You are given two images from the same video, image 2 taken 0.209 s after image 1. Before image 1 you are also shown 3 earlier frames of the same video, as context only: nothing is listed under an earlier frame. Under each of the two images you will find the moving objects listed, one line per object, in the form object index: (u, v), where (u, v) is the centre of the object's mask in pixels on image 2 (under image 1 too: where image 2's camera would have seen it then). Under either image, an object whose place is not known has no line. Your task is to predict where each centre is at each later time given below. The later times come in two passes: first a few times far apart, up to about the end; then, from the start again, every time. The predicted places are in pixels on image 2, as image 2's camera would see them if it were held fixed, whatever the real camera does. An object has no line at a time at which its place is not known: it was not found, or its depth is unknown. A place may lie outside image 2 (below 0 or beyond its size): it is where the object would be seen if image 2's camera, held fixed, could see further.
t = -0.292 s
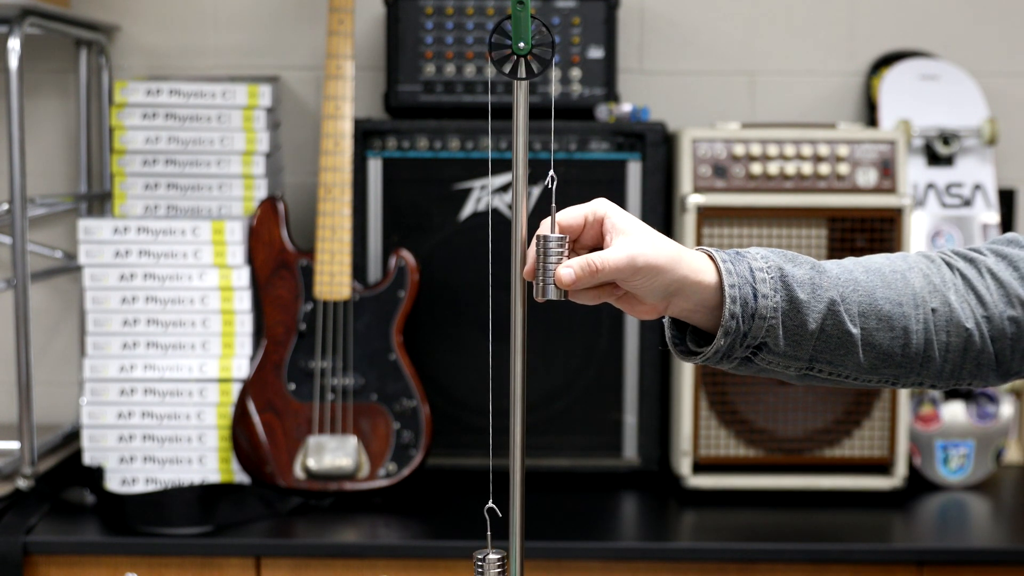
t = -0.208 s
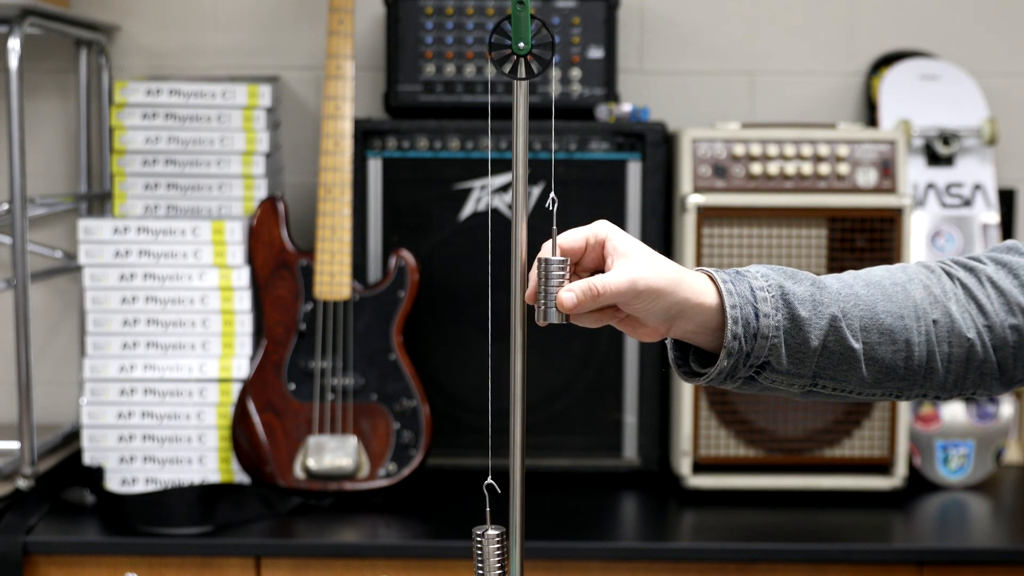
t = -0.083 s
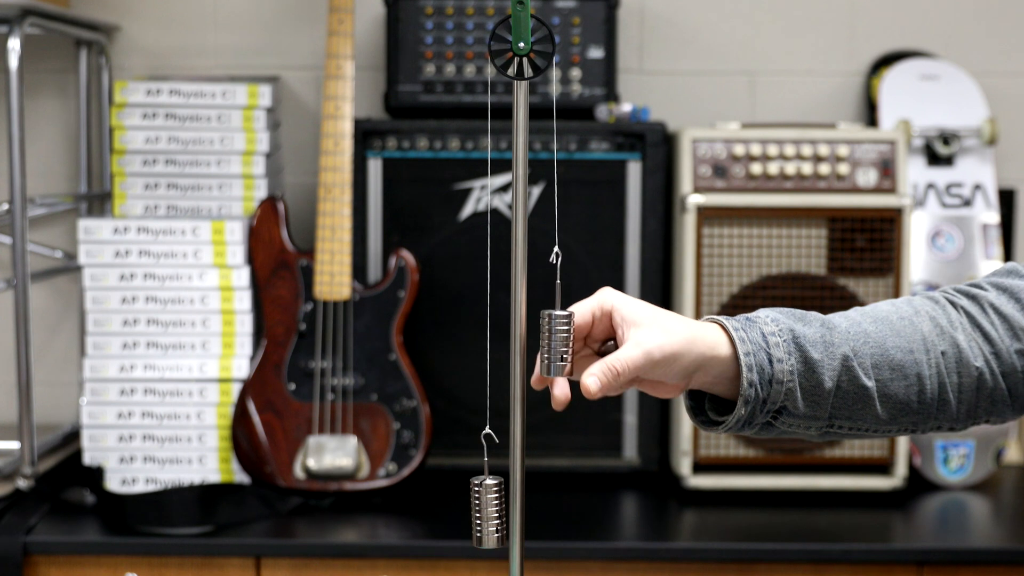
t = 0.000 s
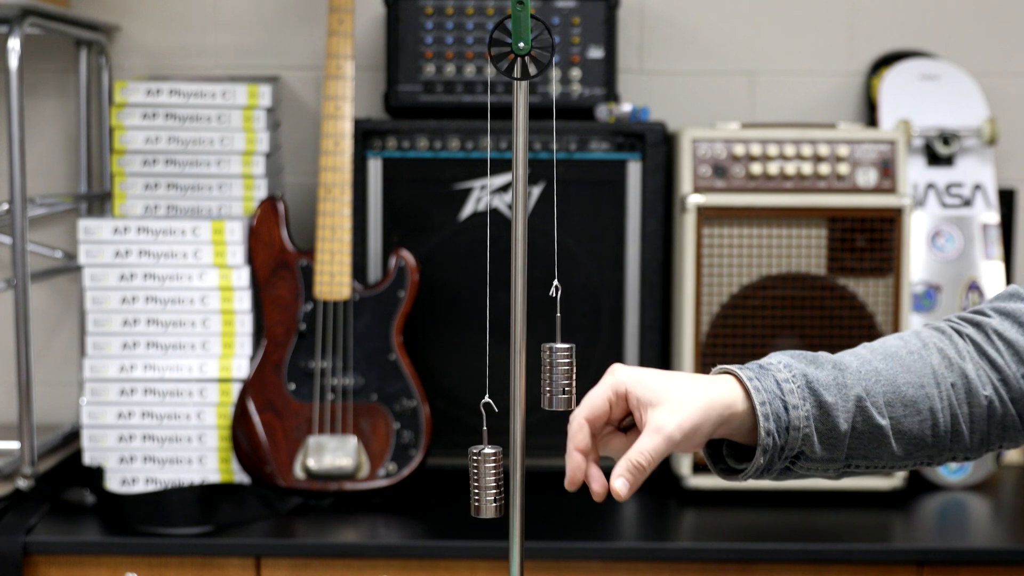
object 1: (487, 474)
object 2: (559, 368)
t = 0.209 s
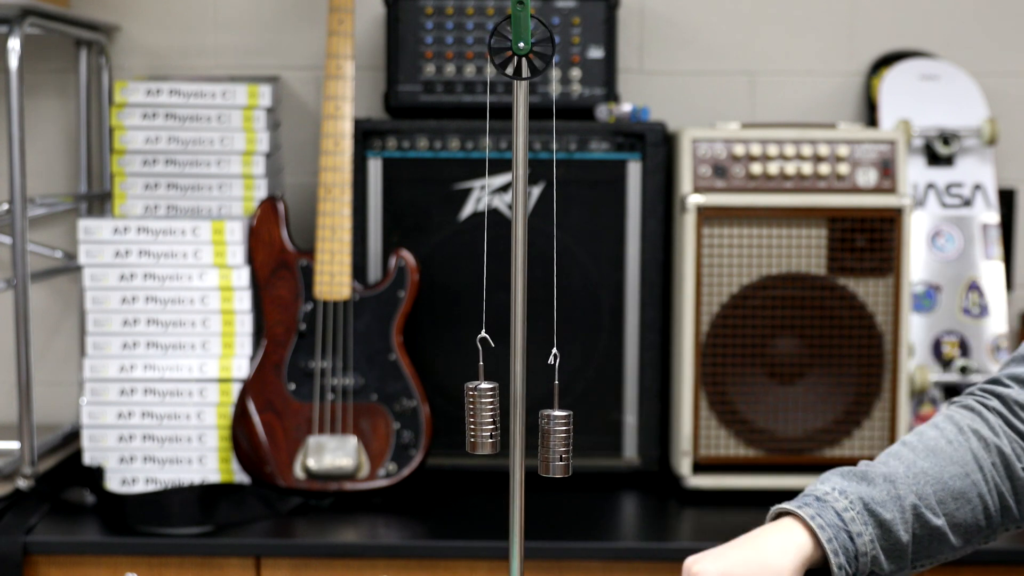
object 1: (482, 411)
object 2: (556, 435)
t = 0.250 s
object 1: (482, 401)
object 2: (554, 445)
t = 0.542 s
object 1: (484, 347)
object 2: (543, 500)
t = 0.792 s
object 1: (490, 329)
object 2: (540, 515)
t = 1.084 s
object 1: (491, 340)
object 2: (548, 504)
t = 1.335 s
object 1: (486, 374)
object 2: (558, 467)
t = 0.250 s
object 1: (482, 401)
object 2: (554, 445)
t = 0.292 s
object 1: (482, 390)
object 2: (553, 454)
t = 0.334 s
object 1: (482, 381)
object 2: (551, 463)
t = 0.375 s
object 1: (482, 374)
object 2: (549, 472)
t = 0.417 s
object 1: (482, 366)
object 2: (548, 481)
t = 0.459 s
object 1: (483, 358)
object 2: (546, 486)
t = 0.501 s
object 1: (484, 352)
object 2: (544, 494)
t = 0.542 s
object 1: (484, 347)
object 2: (543, 500)
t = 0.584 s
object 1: (485, 342)
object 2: (542, 504)
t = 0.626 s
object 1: (486, 338)
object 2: (541, 506)
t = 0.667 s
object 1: (488, 334)
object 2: (541, 511)
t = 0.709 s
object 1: (489, 331)
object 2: (540, 513)
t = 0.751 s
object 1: (489, 330)
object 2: (540, 514)
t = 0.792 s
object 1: (490, 329)
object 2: (540, 515)
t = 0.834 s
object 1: (491, 329)
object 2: (541, 517)
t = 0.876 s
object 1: (492, 328)
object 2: (541, 516)
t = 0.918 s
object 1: (492, 330)
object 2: (542, 515)
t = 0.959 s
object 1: (493, 331)
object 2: (544, 512)
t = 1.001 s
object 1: (493, 333)
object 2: (545, 511)
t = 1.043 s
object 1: (492, 336)
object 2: (546, 507)
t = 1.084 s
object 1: (491, 340)
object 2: (548, 504)
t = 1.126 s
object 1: (491, 344)
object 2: (550, 501)
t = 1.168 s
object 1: (490, 349)
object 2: (552, 496)
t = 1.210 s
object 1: (489, 355)
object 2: (553, 489)
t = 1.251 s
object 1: (488, 360)
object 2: (555, 482)
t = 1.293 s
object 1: (487, 367)
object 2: (556, 475)
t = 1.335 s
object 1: (486, 374)
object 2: (558, 467)
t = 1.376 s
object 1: (485, 383)
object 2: (558, 462)
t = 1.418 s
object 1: (484, 391)
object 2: (559, 453)
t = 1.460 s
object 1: (483, 401)
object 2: (559, 442)
